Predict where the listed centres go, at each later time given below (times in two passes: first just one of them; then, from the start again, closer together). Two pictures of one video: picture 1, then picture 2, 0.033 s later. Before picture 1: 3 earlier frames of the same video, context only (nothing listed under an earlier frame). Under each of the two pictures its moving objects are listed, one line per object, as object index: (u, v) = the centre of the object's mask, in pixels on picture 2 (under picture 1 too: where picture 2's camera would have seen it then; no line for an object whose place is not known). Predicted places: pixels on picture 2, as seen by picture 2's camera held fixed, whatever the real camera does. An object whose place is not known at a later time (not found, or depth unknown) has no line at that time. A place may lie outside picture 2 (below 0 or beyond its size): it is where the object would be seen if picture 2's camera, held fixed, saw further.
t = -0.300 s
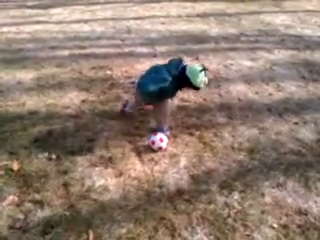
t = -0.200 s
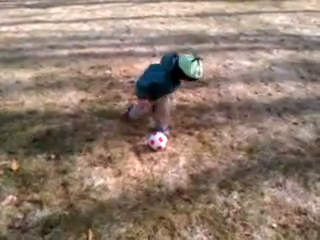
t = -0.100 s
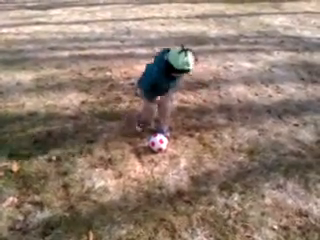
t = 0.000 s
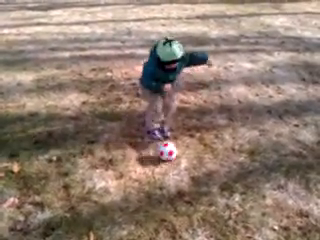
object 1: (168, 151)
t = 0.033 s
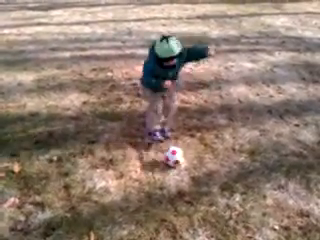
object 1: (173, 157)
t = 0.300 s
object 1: (216, 202)
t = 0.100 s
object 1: (185, 167)
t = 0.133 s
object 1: (191, 174)
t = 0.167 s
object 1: (196, 182)
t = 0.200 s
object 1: (201, 185)
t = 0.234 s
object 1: (206, 189)
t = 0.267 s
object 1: (211, 197)
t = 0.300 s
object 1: (216, 202)
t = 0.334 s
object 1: (220, 208)
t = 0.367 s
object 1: (226, 216)
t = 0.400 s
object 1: (231, 223)
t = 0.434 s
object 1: (237, 229)
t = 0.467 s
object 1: (243, 234)
